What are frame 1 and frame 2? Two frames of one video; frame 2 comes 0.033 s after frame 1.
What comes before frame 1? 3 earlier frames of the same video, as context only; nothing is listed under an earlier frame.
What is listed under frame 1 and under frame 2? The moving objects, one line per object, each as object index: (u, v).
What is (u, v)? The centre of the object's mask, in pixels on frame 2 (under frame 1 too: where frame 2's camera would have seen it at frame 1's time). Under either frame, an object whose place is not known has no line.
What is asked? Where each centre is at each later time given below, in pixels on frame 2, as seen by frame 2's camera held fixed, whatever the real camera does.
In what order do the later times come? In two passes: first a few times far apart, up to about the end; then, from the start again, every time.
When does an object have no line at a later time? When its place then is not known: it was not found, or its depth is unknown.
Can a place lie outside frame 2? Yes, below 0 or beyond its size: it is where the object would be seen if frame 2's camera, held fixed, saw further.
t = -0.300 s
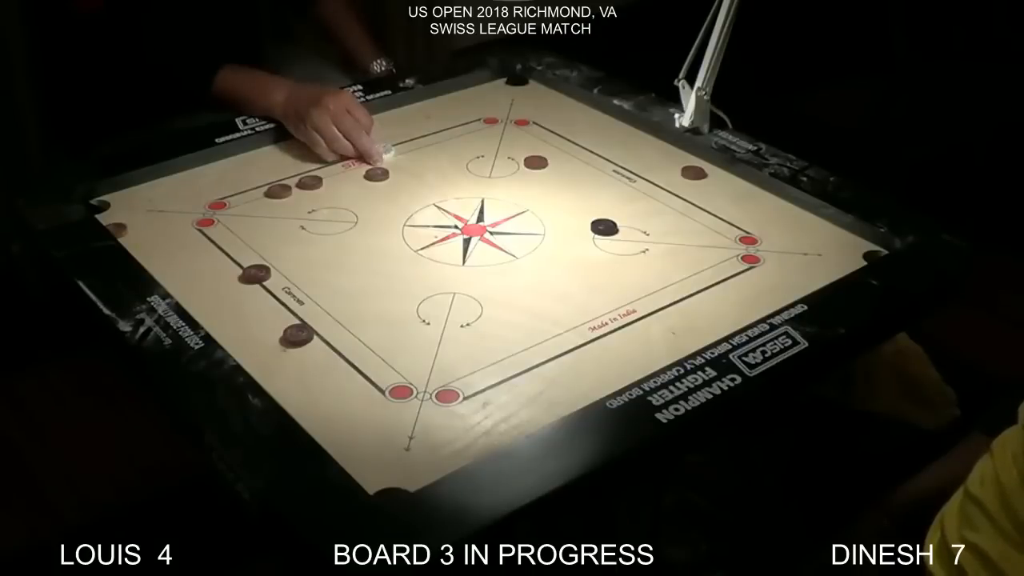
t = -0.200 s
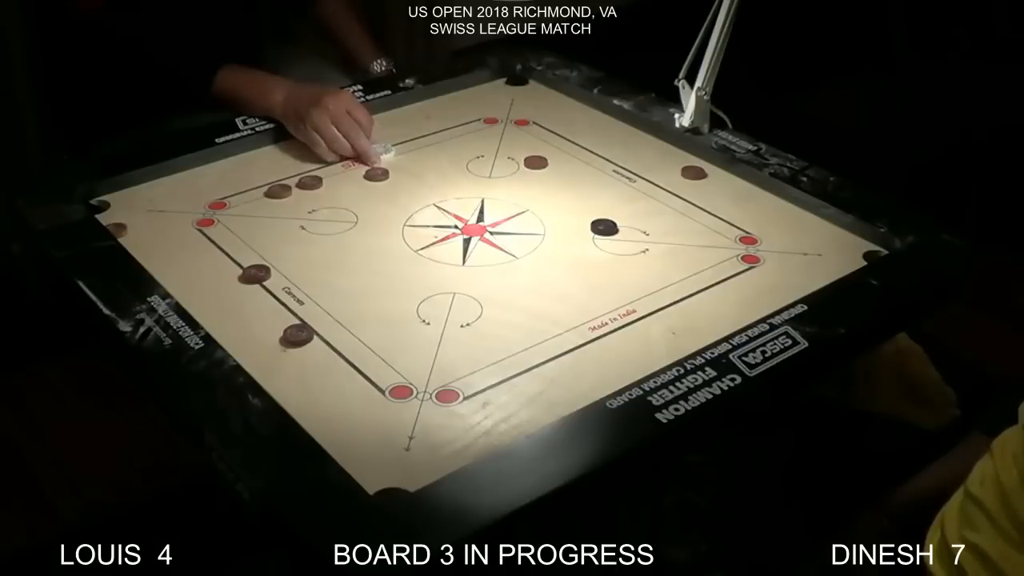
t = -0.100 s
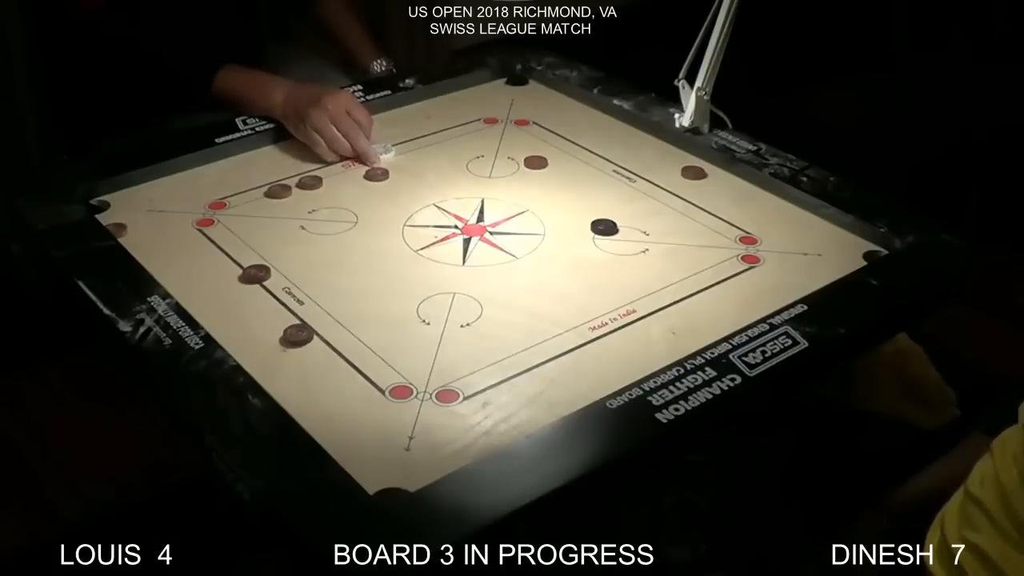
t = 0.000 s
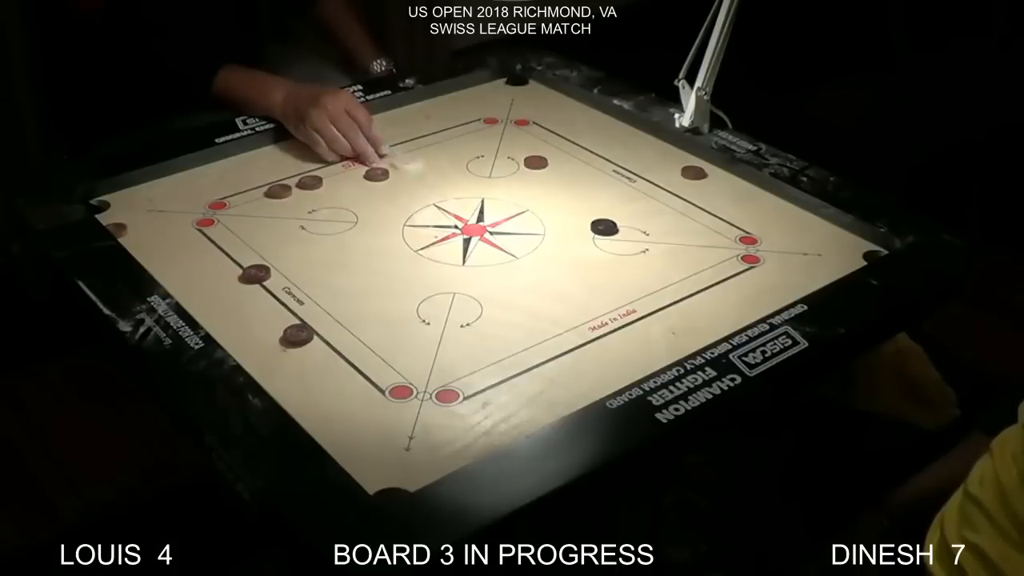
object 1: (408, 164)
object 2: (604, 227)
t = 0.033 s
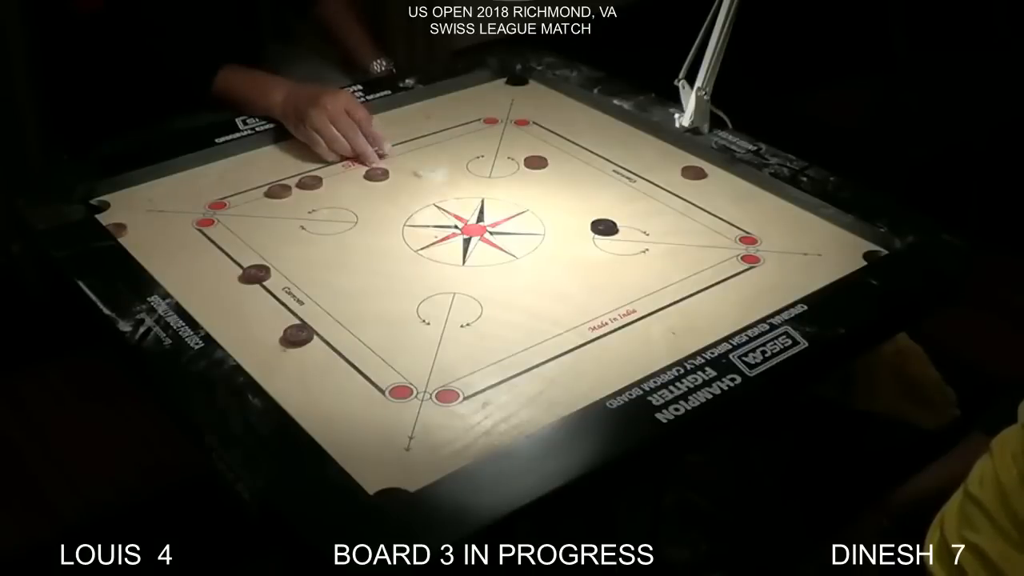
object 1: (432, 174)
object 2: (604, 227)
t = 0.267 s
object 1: (581, 231)
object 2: (626, 230)
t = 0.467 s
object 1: (629, 263)
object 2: (789, 253)
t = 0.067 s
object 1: (449, 180)
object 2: (604, 227)
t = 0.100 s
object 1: (471, 190)
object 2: (604, 227)
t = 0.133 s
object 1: (498, 196)
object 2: (604, 227)
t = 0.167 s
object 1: (522, 206)
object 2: (604, 227)
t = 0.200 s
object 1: (544, 214)
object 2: (604, 227)
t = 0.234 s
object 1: (569, 224)
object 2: (604, 227)
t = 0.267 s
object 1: (581, 231)
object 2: (626, 230)
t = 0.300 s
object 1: (590, 236)
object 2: (656, 234)
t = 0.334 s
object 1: (599, 242)
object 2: (685, 238)
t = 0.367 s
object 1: (607, 248)
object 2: (713, 242)
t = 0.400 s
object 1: (615, 254)
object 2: (739, 246)
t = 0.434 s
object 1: (623, 258)
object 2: (766, 250)
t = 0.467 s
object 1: (629, 263)
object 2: (789, 253)
